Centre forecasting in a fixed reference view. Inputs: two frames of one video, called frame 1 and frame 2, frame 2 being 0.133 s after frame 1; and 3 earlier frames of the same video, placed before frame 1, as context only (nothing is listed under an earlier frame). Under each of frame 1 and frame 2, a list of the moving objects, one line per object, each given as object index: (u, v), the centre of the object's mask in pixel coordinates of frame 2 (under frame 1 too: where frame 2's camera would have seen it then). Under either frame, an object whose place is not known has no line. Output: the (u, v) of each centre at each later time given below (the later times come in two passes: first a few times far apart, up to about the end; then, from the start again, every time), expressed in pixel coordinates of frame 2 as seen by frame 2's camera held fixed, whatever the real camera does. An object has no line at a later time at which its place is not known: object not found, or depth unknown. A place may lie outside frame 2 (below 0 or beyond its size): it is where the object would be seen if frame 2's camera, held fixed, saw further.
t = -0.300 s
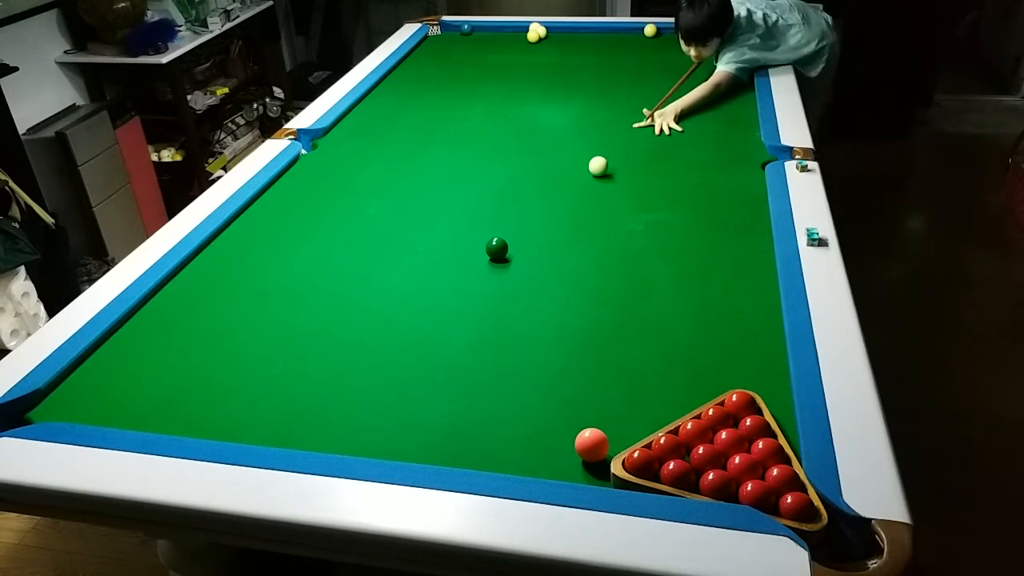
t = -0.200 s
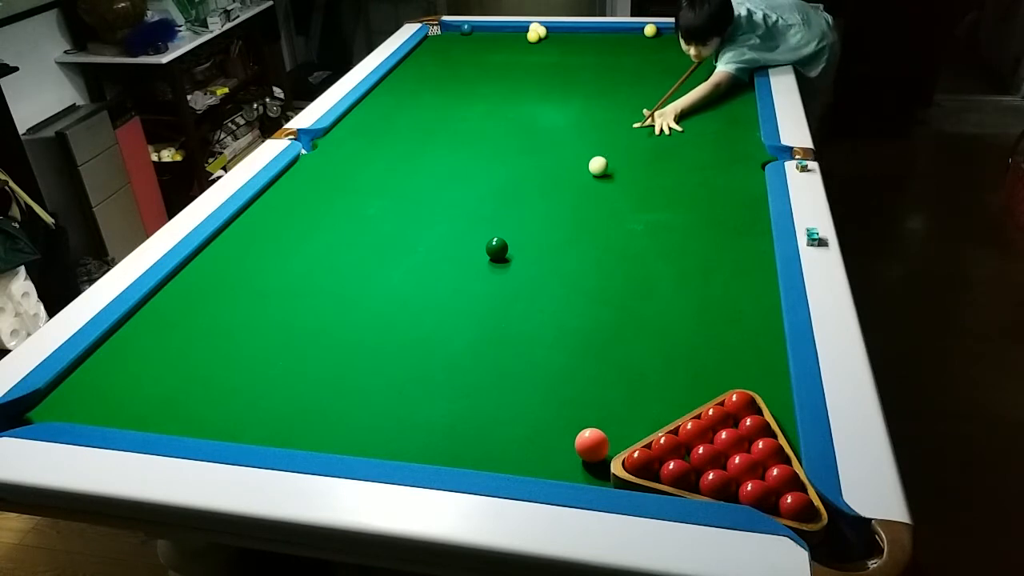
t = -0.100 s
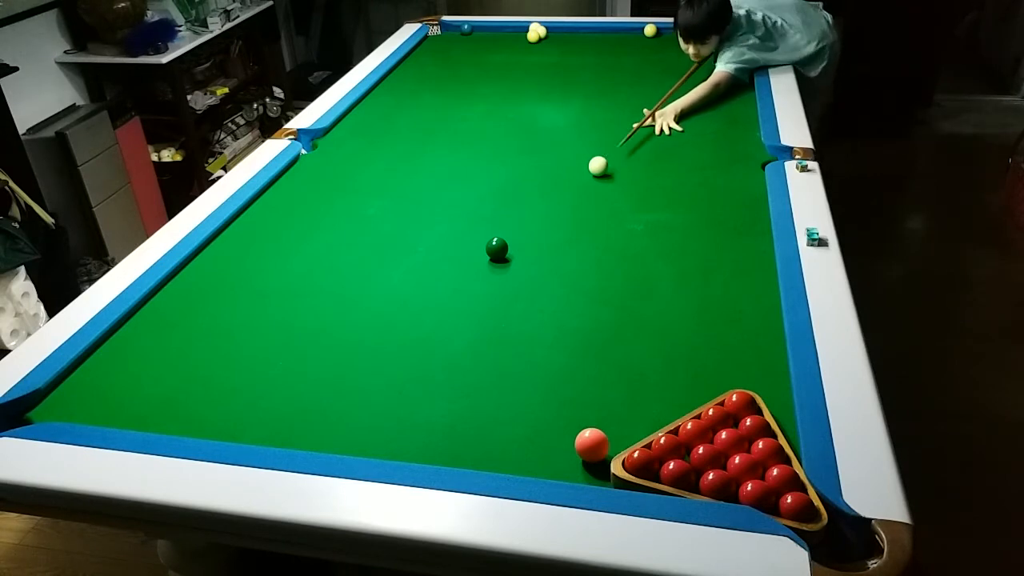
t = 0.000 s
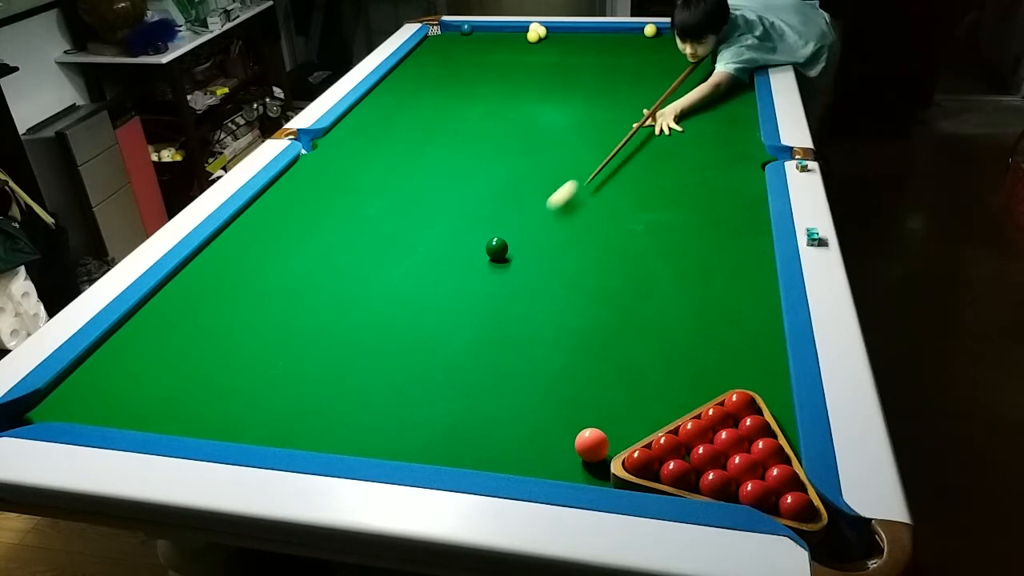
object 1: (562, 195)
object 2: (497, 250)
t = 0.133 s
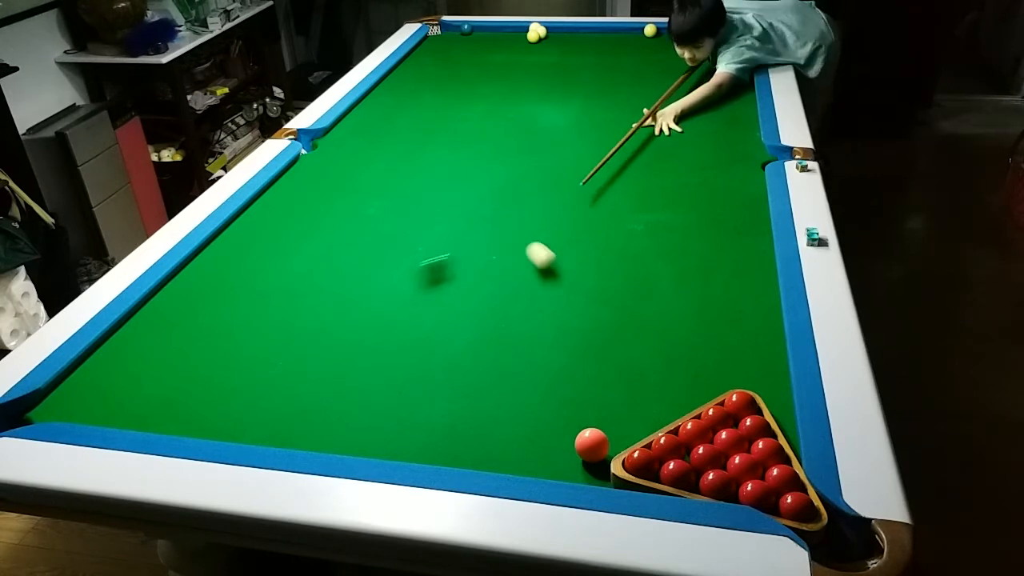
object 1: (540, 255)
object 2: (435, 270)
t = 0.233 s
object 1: (579, 290)
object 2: (335, 303)
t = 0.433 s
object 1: (656, 387)
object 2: (139, 367)
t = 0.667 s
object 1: (630, 390)
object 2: (104, 413)
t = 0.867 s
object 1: (603, 392)
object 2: (206, 388)
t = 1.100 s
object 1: (574, 393)
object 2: (317, 361)
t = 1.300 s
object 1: (552, 393)
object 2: (403, 340)
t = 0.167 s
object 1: (554, 266)
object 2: (402, 281)
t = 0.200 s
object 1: (566, 278)
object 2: (369, 292)
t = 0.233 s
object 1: (579, 290)
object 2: (335, 303)
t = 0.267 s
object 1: (590, 303)
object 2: (301, 314)
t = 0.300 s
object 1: (602, 318)
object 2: (267, 325)
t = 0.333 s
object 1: (614, 332)
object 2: (233, 336)
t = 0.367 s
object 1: (627, 349)
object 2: (201, 347)
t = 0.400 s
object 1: (641, 367)
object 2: (169, 357)
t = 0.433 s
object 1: (656, 387)
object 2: (139, 367)
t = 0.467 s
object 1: (669, 403)
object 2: (105, 379)
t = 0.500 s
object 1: (665, 401)
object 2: (72, 389)
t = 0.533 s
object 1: (656, 398)
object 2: (61, 396)
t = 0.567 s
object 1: (648, 395)
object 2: (68, 404)
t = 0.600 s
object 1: (641, 392)
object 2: (73, 411)
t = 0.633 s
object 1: (635, 391)
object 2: (84, 414)
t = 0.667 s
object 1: (630, 390)
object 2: (104, 413)
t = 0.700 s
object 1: (626, 391)
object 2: (121, 411)
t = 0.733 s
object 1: (621, 391)
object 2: (139, 405)
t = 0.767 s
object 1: (616, 391)
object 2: (156, 401)
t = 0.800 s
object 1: (612, 391)
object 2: (173, 395)
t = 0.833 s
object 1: (607, 391)
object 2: (190, 393)
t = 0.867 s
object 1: (603, 392)
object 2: (206, 388)
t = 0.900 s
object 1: (599, 392)
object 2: (223, 385)
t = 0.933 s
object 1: (595, 392)
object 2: (239, 380)
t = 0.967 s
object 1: (590, 392)
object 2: (256, 376)
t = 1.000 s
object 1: (586, 392)
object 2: (271, 372)
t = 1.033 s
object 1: (582, 393)
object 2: (287, 369)
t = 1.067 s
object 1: (578, 393)
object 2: (302, 365)
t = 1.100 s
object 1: (574, 393)
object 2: (317, 361)
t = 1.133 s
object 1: (570, 393)
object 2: (332, 357)
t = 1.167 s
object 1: (567, 393)
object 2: (347, 354)
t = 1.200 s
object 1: (563, 393)
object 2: (361, 350)
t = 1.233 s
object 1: (559, 393)
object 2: (375, 347)
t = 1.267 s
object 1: (556, 393)
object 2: (389, 344)
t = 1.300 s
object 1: (552, 393)
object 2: (403, 340)
